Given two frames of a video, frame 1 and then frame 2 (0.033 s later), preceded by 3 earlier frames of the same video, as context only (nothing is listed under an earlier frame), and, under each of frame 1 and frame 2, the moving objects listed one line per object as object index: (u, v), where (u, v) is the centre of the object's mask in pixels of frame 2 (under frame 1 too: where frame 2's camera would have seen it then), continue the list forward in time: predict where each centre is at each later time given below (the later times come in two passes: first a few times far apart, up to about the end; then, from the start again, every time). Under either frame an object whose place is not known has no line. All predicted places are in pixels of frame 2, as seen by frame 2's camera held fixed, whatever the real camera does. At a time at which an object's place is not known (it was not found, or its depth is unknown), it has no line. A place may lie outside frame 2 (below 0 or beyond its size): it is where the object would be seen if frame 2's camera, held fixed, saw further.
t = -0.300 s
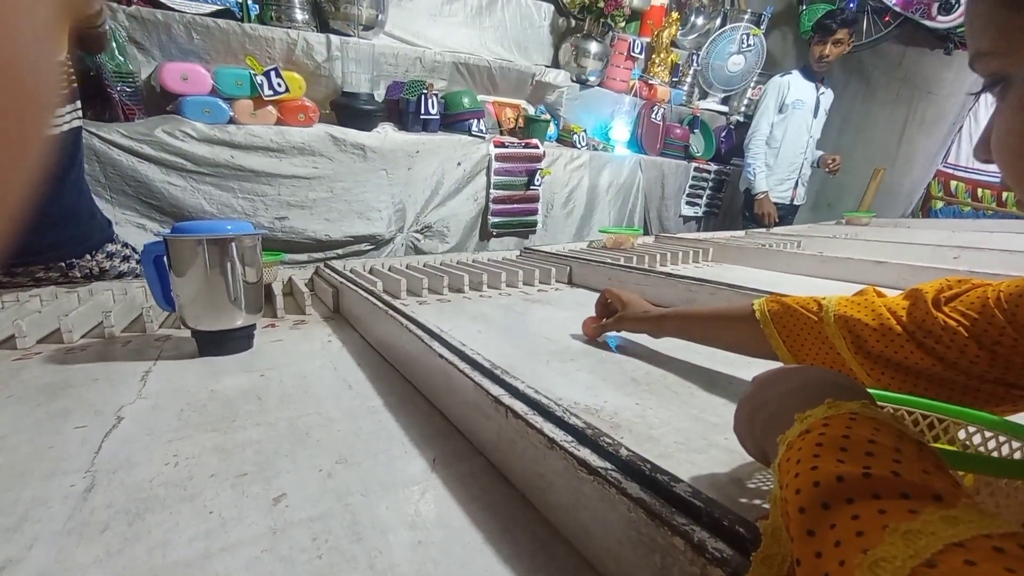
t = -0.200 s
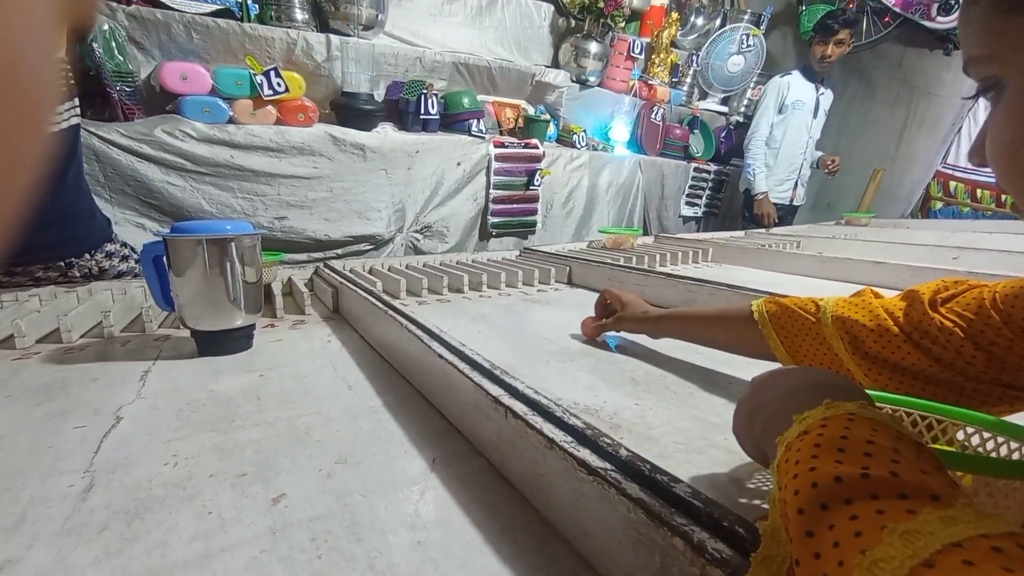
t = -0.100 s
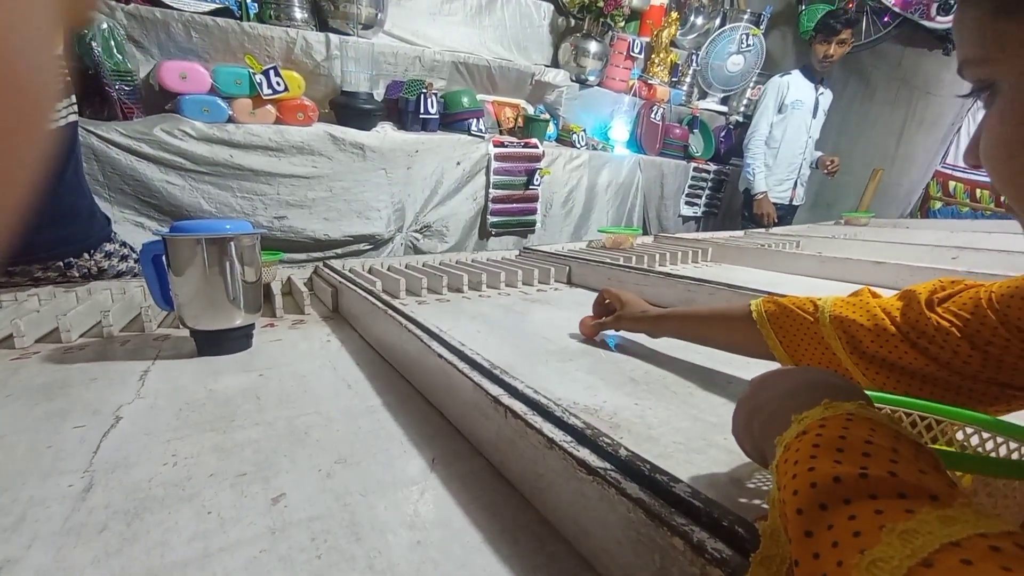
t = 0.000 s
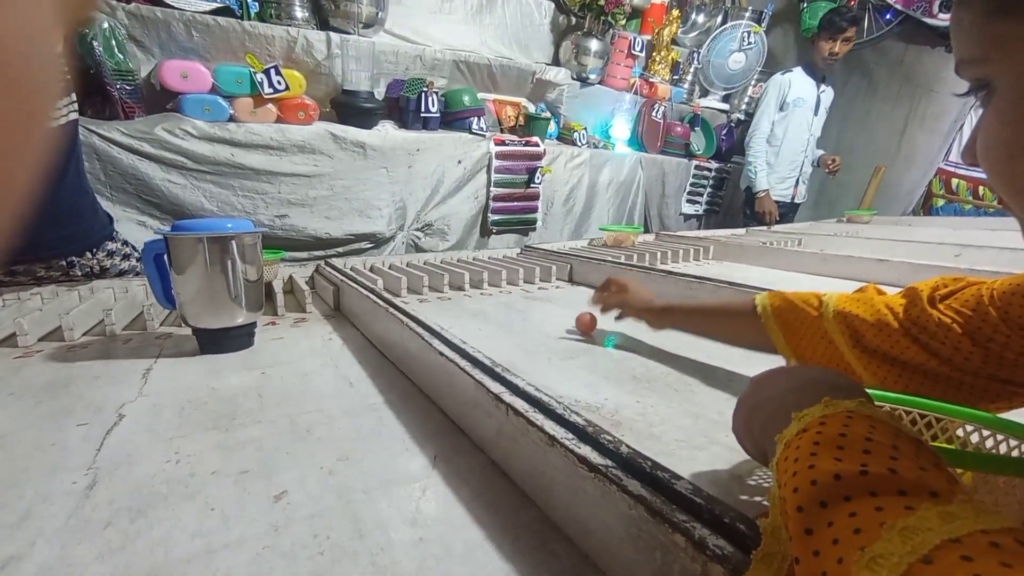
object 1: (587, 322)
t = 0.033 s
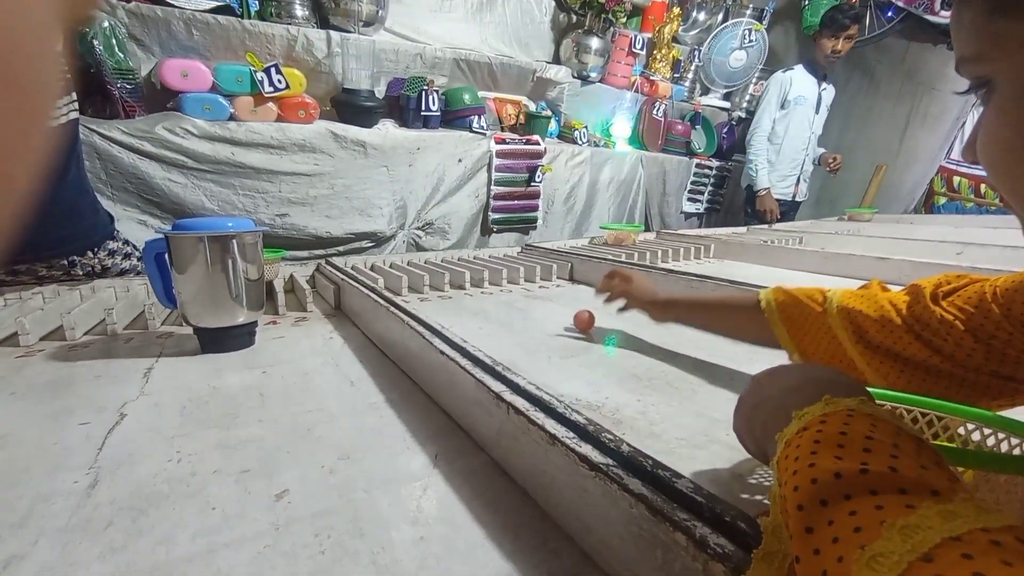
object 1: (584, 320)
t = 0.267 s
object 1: (555, 309)
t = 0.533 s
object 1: (511, 291)
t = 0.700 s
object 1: (497, 282)
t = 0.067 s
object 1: (581, 319)
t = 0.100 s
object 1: (577, 318)
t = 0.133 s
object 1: (573, 316)
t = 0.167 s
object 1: (568, 314)
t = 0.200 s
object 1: (564, 312)
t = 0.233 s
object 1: (559, 311)
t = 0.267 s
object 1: (555, 309)
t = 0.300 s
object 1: (550, 307)
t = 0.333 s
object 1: (544, 305)
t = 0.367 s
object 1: (539, 302)
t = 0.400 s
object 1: (533, 300)
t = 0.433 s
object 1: (528, 298)
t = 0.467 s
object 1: (523, 296)
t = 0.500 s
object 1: (518, 293)
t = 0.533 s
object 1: (511, 291)
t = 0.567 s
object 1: (507, 289)
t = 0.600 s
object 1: (501, 287)
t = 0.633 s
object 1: (496, 284)
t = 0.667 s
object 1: (492, 282)
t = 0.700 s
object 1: (497, 282)
